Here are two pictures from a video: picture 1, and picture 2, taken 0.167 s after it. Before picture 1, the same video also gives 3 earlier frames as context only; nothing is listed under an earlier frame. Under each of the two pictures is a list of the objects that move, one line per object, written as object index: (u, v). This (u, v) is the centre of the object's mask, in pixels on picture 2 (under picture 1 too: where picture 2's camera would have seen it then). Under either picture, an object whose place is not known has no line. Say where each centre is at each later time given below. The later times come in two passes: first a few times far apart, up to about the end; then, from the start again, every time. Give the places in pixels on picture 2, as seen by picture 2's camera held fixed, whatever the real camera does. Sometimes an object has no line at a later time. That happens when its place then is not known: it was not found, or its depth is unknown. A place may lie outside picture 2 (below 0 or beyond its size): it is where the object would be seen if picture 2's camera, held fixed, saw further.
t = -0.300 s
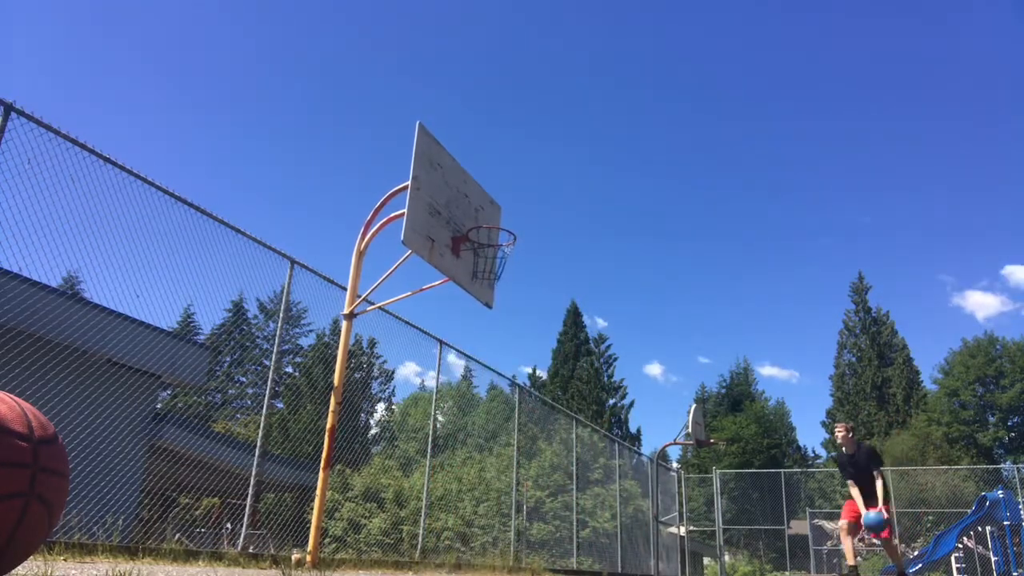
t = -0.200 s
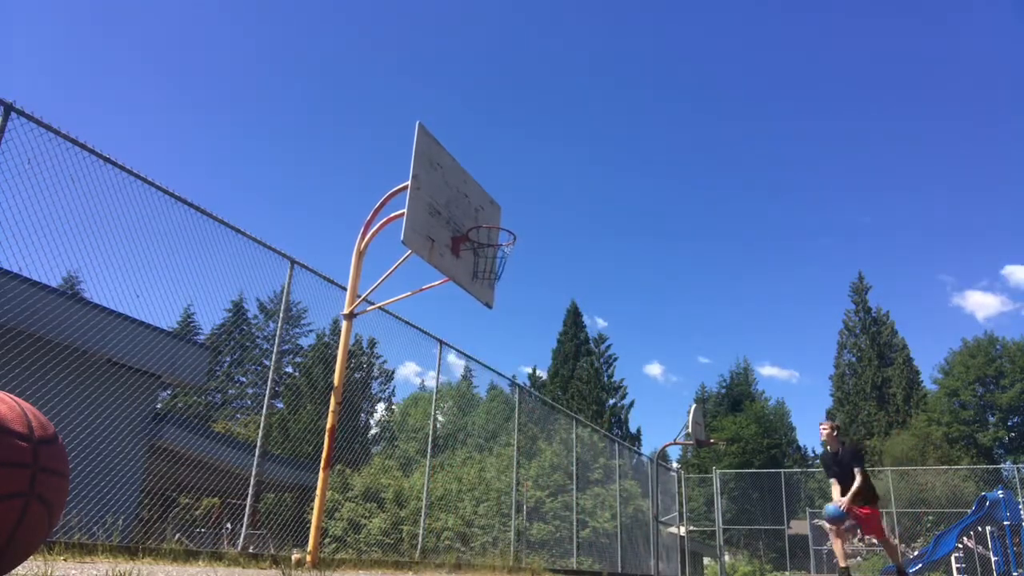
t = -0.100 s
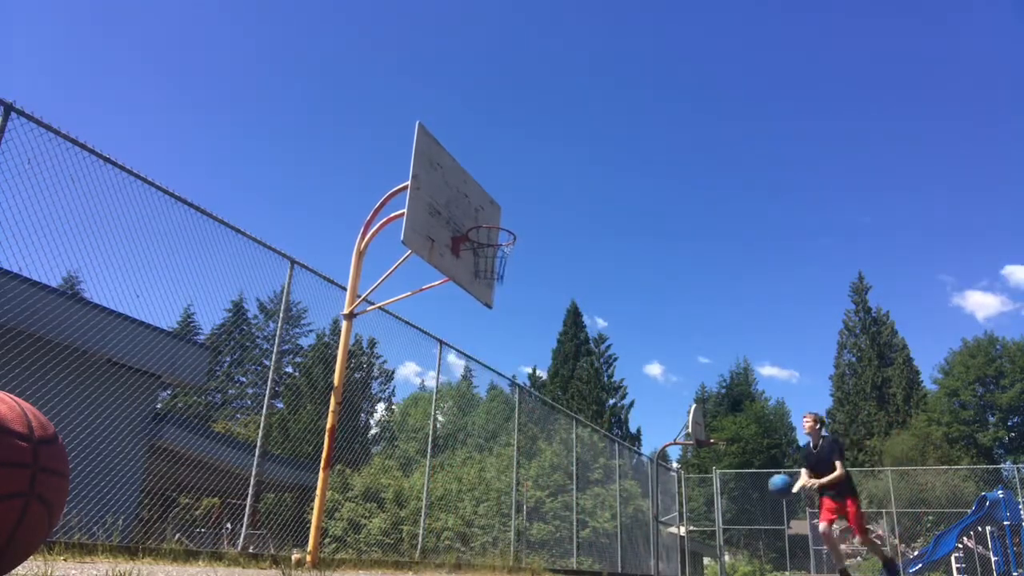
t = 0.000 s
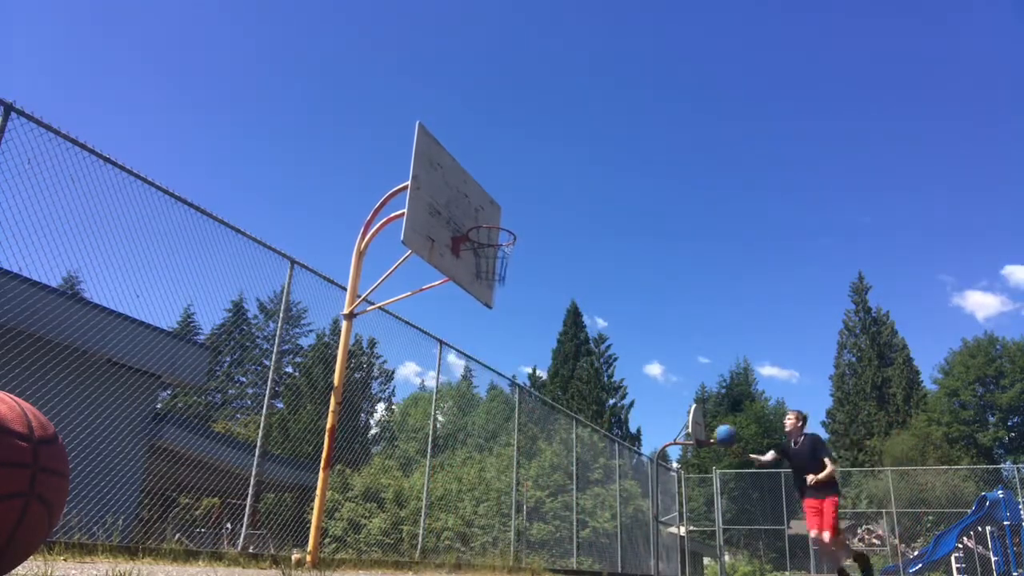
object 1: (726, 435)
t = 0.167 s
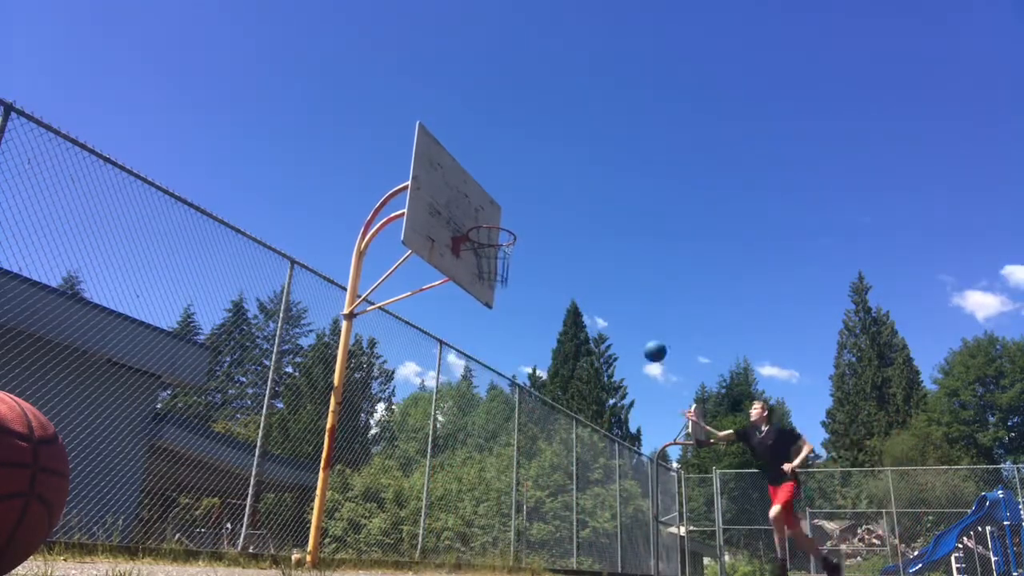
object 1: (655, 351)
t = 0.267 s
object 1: (615, 313)
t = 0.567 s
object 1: (499, 254)
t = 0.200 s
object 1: (641, 337)
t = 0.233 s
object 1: (628, 325)
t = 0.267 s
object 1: (615, 313)
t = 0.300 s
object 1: (601, 303)
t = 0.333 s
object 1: (588, 293)
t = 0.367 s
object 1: (575, 285)
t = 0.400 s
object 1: (562, 277)
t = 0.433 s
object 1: (549, 271)
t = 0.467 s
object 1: (536, 265)
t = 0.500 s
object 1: (523, 261)
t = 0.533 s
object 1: (510, 257)
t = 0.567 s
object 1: (499, 254)
